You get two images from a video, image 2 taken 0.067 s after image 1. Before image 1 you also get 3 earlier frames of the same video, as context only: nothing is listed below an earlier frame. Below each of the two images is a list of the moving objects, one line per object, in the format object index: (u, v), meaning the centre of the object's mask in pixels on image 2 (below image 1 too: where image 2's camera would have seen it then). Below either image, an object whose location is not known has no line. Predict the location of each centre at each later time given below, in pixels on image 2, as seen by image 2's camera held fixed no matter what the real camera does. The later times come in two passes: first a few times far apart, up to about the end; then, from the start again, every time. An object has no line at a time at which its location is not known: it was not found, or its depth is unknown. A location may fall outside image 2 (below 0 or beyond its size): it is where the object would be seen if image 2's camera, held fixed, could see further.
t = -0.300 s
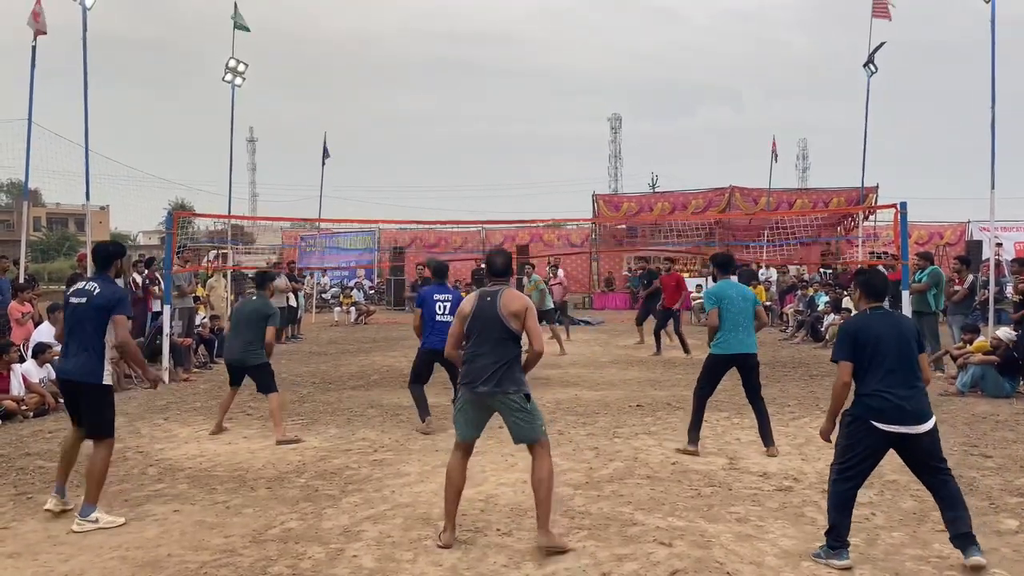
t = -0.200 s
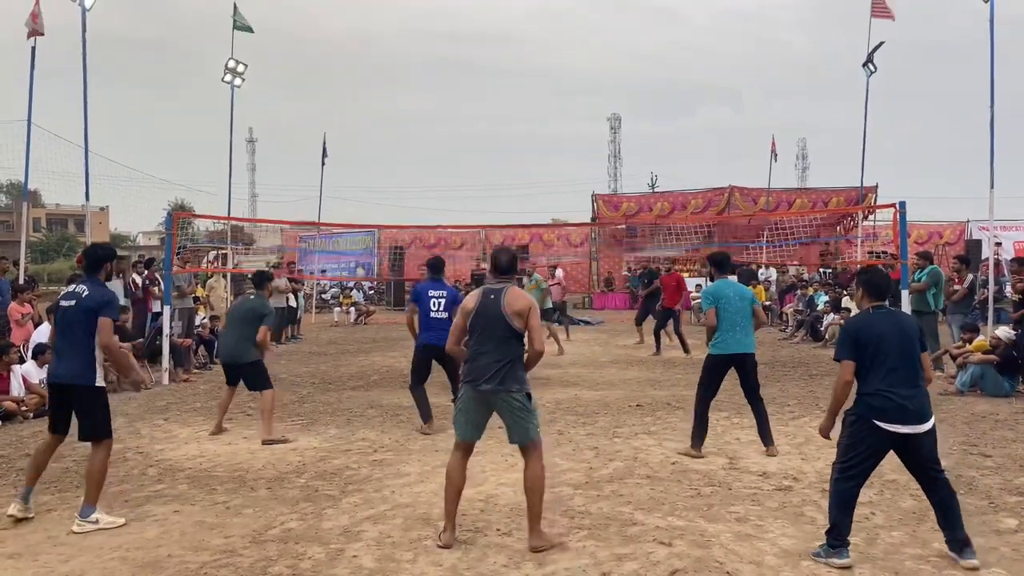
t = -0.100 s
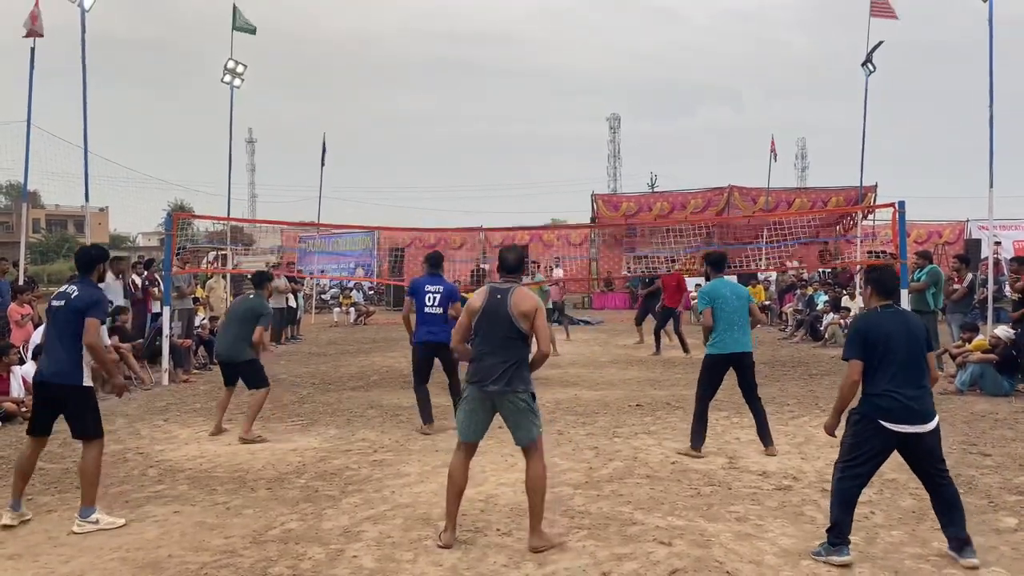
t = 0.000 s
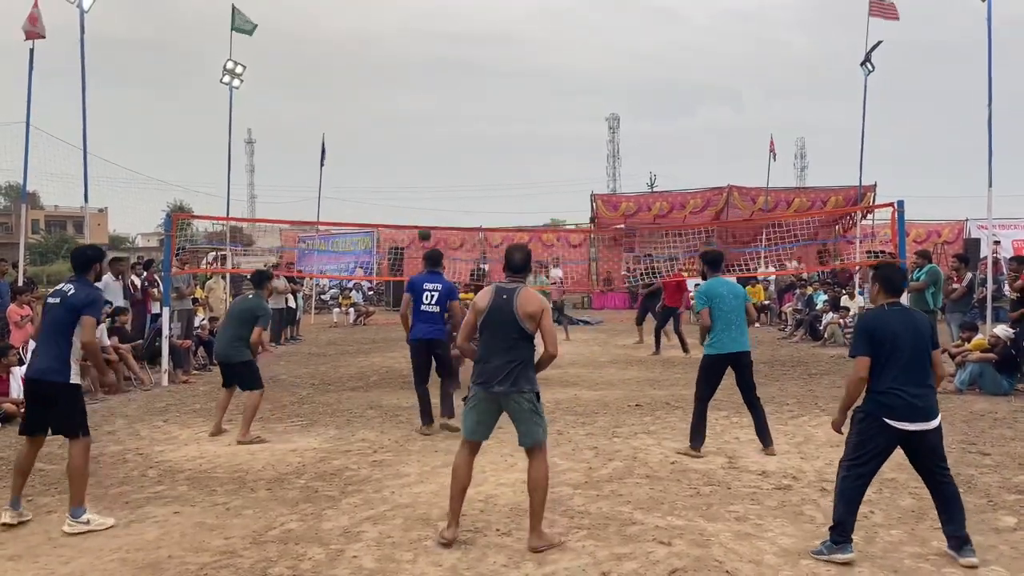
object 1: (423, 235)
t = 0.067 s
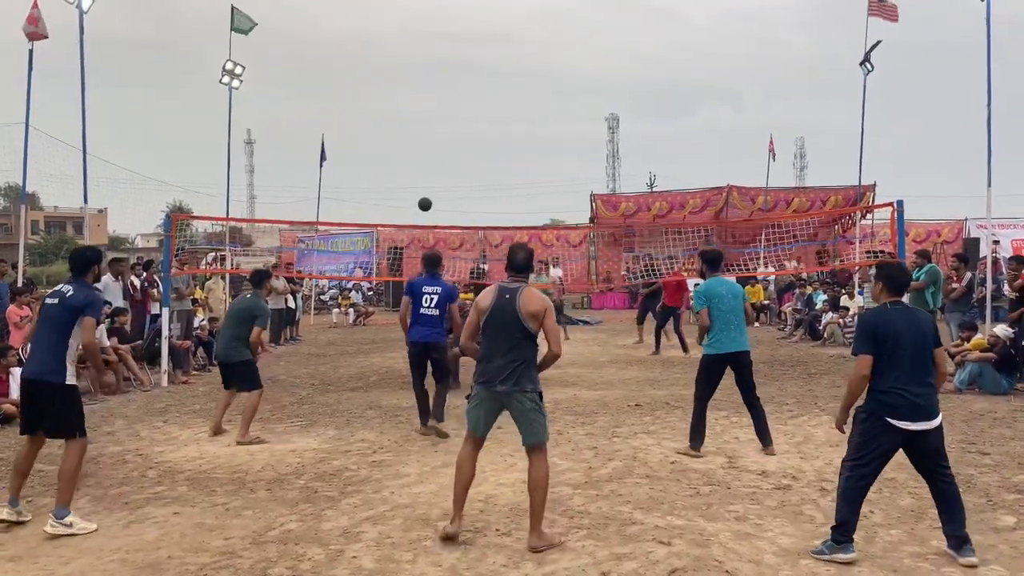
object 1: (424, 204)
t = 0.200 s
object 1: (426, 152)
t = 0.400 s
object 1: (431, 96)
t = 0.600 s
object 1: (437, 72)
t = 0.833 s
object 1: (445, 88)
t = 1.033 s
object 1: (454, 147)
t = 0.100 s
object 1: (425, 190)
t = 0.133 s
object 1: (426, 177)
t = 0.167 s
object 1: (426, 164)
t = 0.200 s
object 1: (426, 152)
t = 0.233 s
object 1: (427, 141)
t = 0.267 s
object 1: (428, 130)
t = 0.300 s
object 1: (429, 120)
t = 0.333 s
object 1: (429, 112)
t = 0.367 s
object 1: (430, 104)
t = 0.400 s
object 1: (431, 96)
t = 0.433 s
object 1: (432, 90)
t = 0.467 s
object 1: (433, 84)
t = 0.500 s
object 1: (434, 80)
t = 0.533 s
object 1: (435, 76)
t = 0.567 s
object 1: (436, 74)
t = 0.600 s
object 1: (437, 72)
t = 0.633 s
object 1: (438, 71)
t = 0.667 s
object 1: (439, 71)
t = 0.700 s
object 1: (441, 72)
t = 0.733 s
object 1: (442, 75)
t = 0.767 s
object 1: (443, 79)
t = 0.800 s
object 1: (444, 83)
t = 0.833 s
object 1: (445, 88)
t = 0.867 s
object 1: (447, 95)
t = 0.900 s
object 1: (449, 103)
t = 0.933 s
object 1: (450, 113)
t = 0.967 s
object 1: (452, 123)
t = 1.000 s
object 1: (453, 134)
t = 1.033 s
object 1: (454, 147)
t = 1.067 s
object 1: (456, 160)
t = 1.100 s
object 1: (458, 176)
